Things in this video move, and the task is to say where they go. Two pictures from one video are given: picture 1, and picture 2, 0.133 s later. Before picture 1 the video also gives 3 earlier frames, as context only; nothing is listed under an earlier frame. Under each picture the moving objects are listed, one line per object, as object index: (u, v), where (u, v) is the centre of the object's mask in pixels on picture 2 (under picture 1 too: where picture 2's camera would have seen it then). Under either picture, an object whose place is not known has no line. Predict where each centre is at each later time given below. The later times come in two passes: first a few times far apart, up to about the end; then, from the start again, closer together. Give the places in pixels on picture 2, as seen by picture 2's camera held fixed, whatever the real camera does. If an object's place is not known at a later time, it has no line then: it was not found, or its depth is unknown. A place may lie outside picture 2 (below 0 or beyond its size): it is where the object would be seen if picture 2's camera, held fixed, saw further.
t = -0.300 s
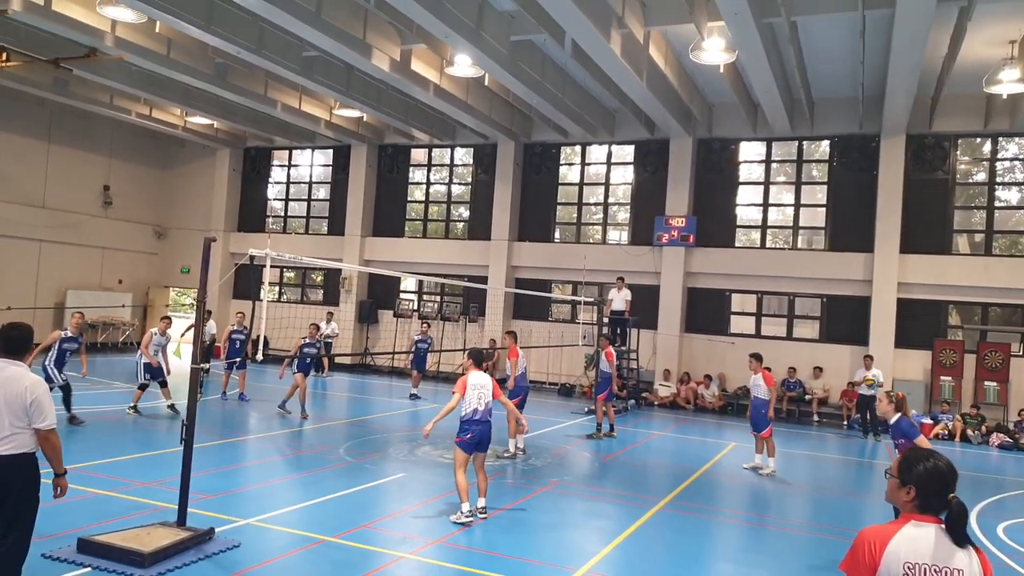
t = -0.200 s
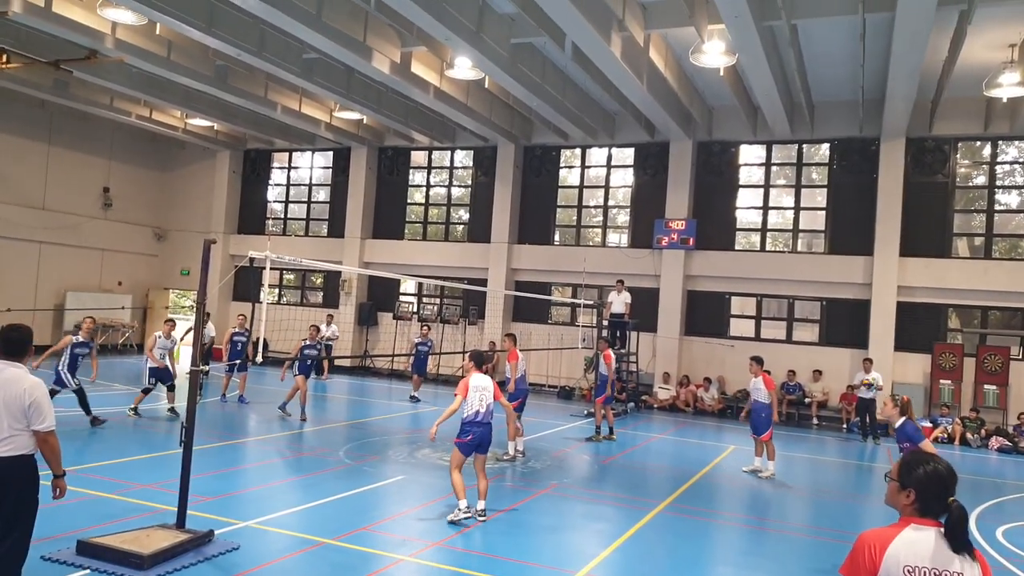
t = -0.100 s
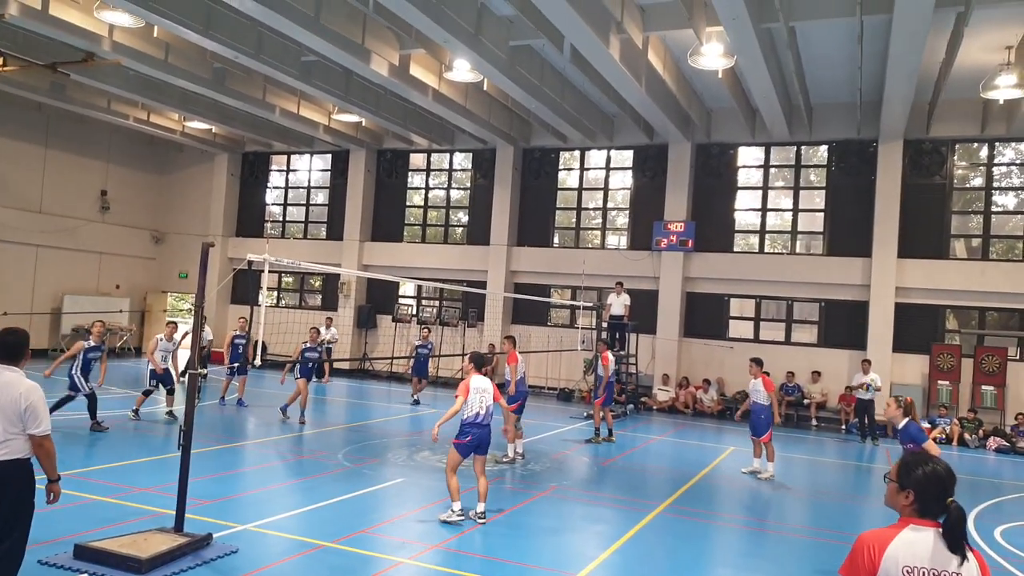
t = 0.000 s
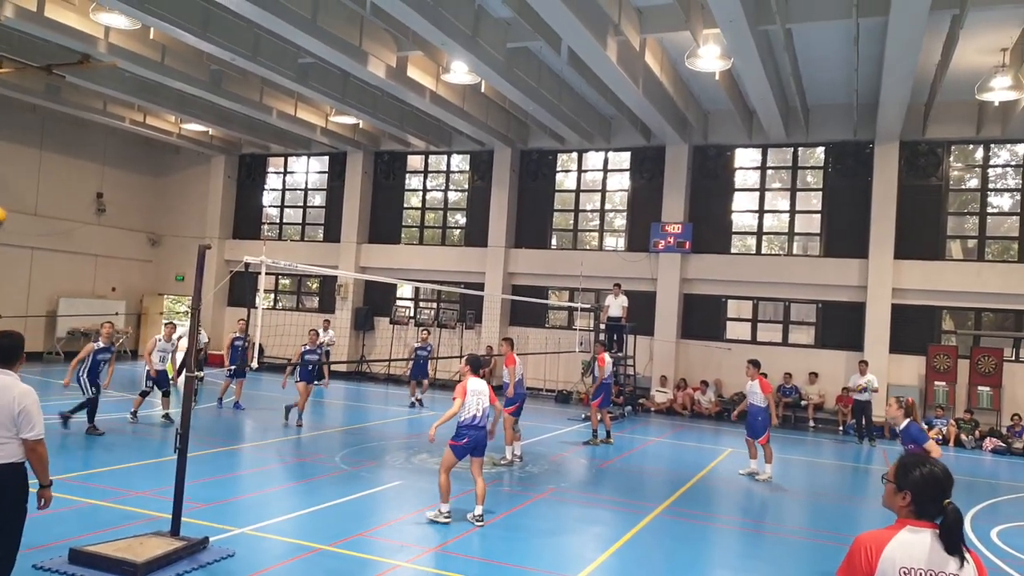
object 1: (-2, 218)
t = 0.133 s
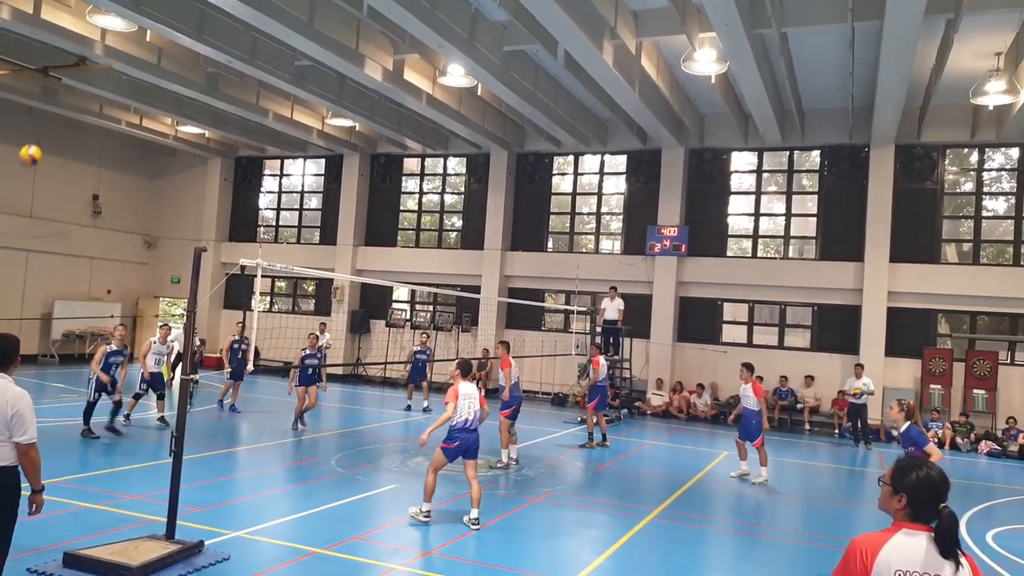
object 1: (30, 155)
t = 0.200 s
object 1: (48, 131)
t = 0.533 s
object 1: (122, 76)
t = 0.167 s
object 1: (40, 142)
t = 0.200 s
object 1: (48, 131)
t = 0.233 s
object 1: (56, 121)
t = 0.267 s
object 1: (65, 112)
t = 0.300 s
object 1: (72, 103)
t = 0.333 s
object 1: (80, 96)
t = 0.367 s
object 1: (88, 90)
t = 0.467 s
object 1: (110, 78)
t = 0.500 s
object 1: (116, 77)
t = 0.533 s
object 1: (122, 76)
